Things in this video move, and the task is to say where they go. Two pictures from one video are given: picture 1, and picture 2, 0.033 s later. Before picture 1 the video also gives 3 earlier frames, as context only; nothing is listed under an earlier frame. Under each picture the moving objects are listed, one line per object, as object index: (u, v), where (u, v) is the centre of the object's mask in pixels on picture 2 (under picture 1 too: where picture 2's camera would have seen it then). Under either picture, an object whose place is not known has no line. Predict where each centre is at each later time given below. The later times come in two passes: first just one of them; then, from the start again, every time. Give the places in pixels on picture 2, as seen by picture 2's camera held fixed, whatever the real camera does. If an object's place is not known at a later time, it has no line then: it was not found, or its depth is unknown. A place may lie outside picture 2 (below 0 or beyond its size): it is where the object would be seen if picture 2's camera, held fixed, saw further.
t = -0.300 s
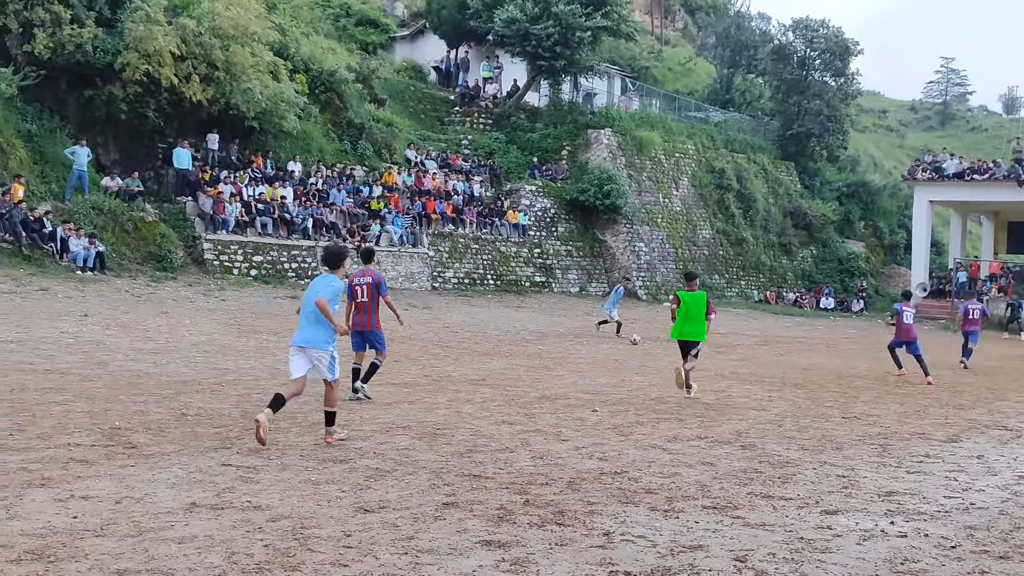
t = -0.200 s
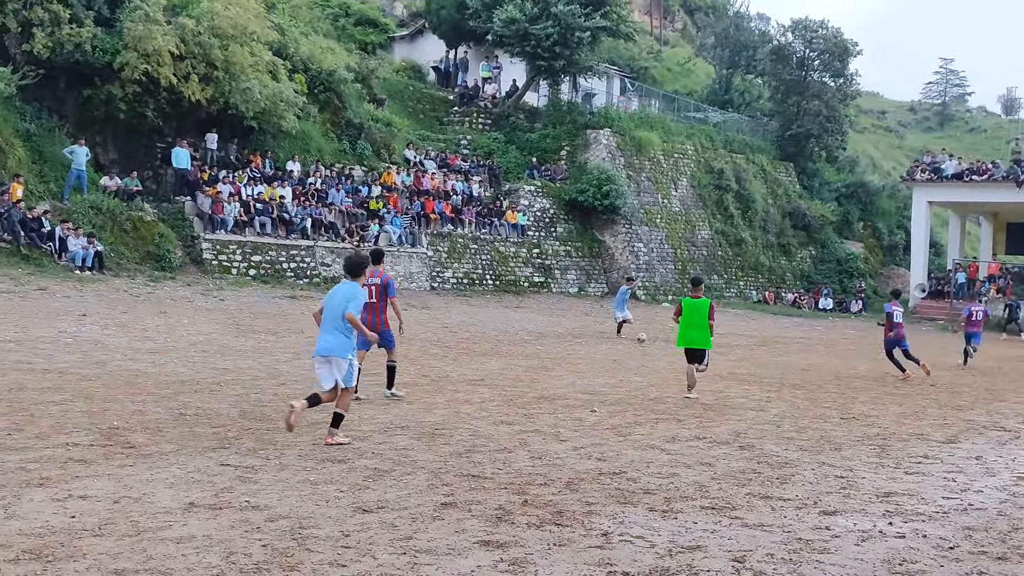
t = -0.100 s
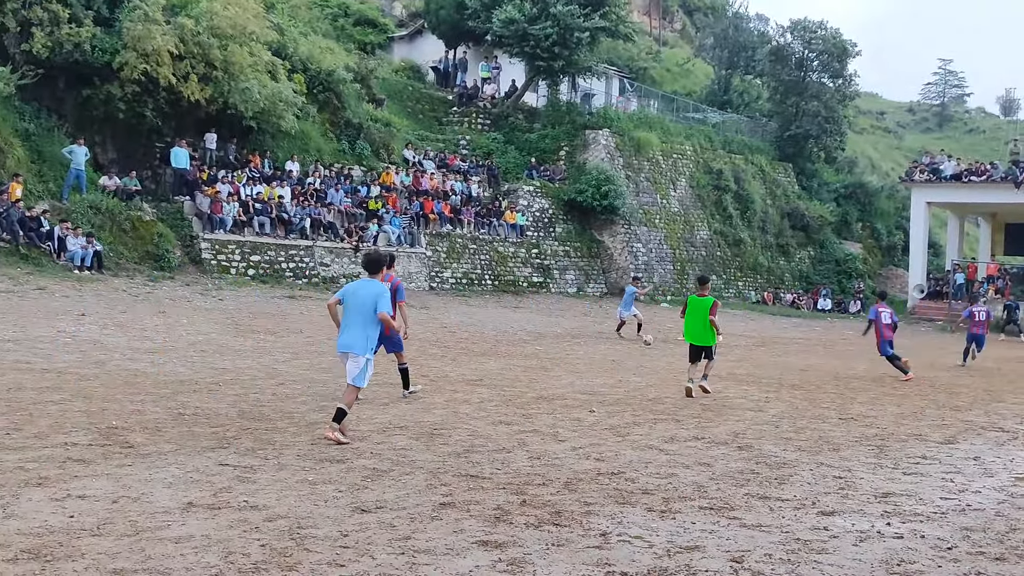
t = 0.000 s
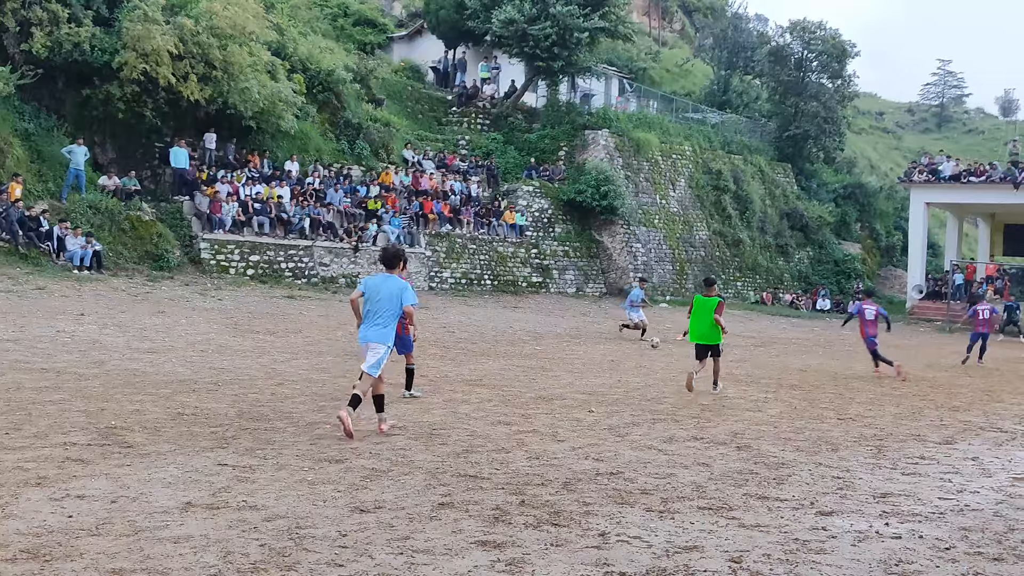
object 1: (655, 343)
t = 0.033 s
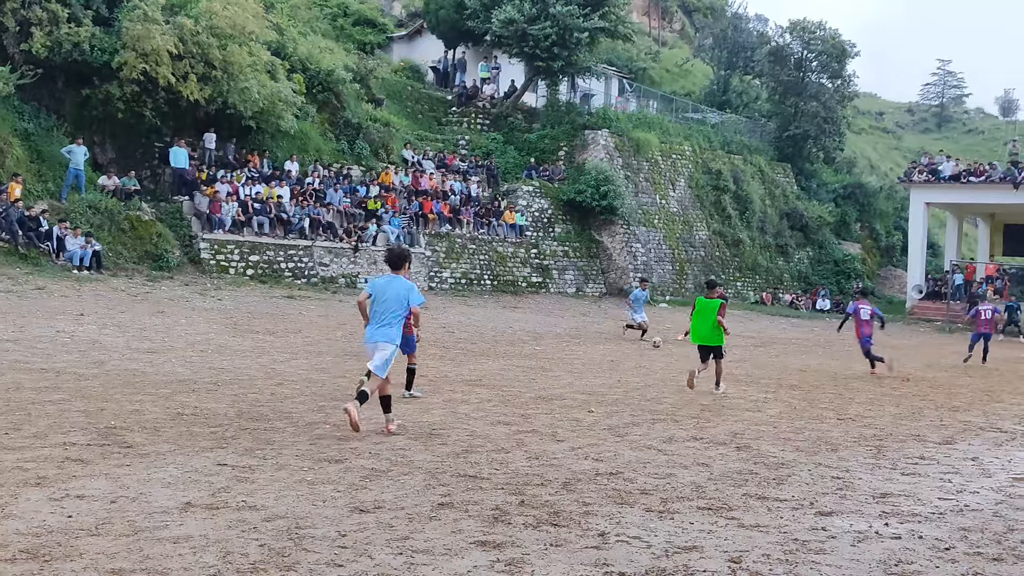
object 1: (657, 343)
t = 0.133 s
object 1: (664, 345)
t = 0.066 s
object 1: (659, 343)
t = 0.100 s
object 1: (661, 344)
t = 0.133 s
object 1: (664, 345)
